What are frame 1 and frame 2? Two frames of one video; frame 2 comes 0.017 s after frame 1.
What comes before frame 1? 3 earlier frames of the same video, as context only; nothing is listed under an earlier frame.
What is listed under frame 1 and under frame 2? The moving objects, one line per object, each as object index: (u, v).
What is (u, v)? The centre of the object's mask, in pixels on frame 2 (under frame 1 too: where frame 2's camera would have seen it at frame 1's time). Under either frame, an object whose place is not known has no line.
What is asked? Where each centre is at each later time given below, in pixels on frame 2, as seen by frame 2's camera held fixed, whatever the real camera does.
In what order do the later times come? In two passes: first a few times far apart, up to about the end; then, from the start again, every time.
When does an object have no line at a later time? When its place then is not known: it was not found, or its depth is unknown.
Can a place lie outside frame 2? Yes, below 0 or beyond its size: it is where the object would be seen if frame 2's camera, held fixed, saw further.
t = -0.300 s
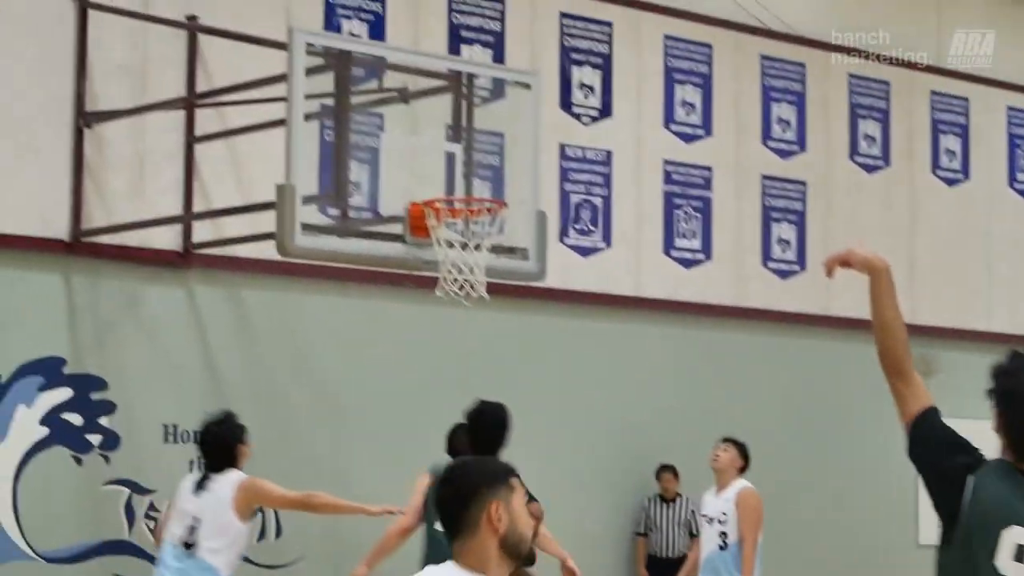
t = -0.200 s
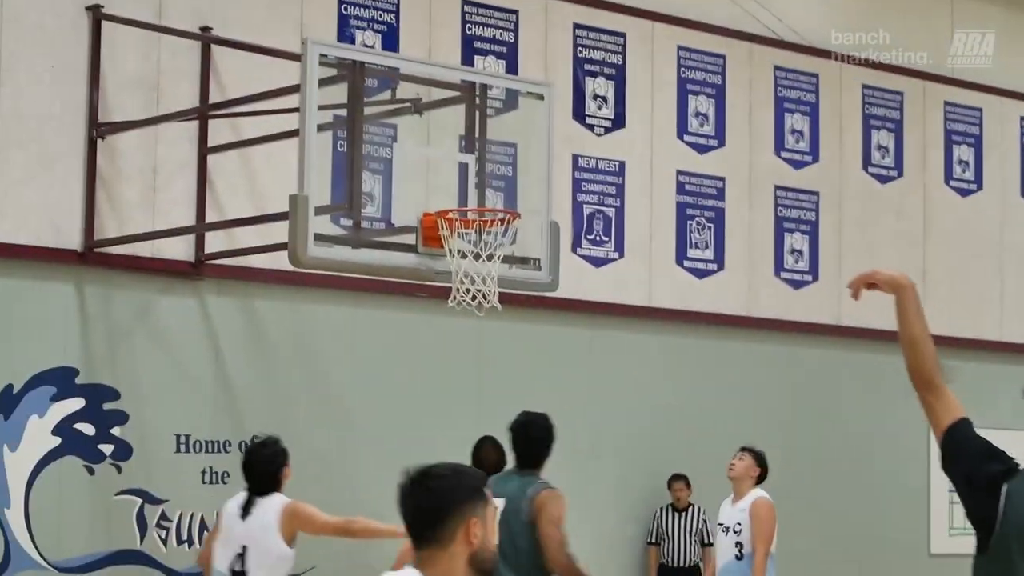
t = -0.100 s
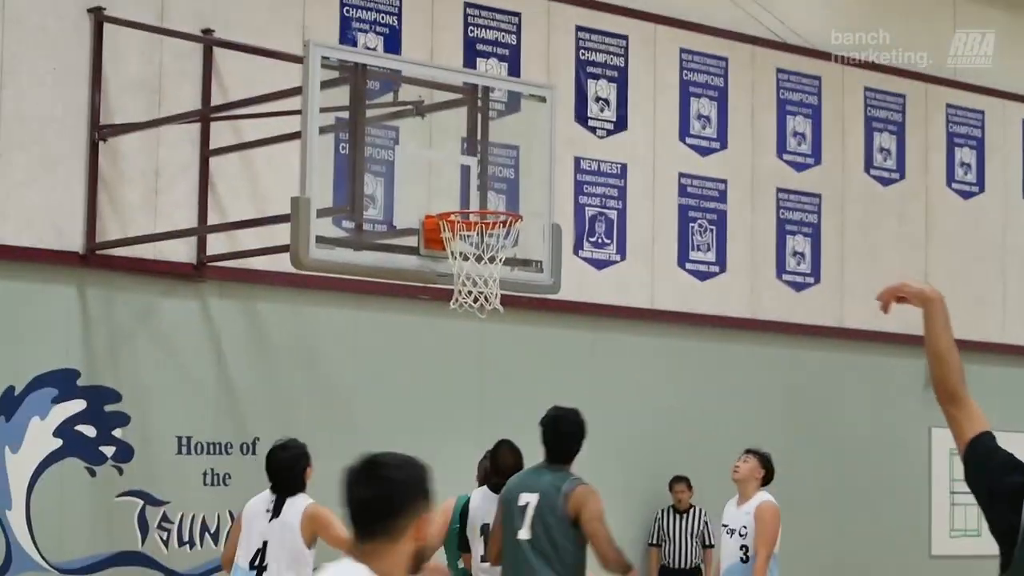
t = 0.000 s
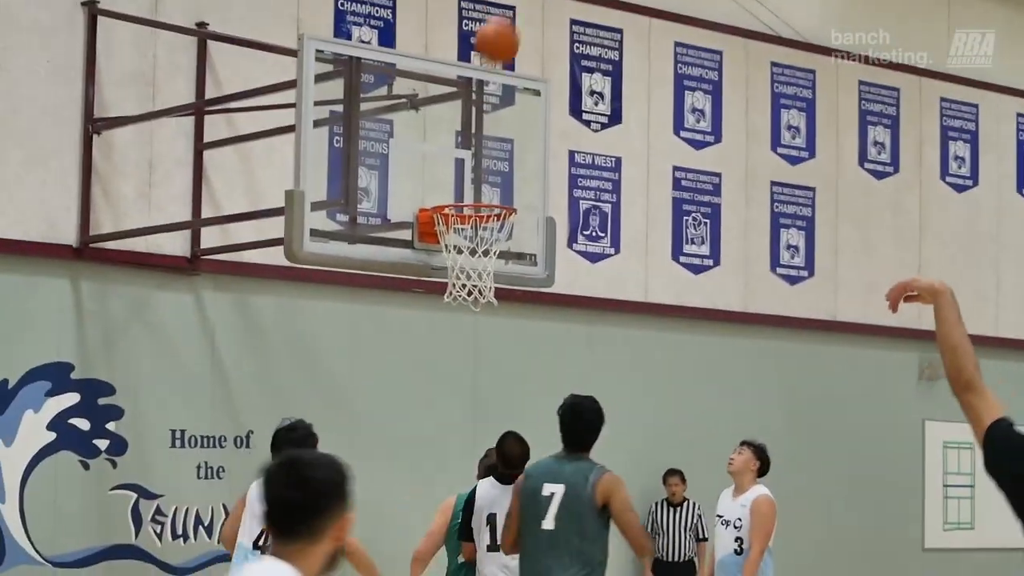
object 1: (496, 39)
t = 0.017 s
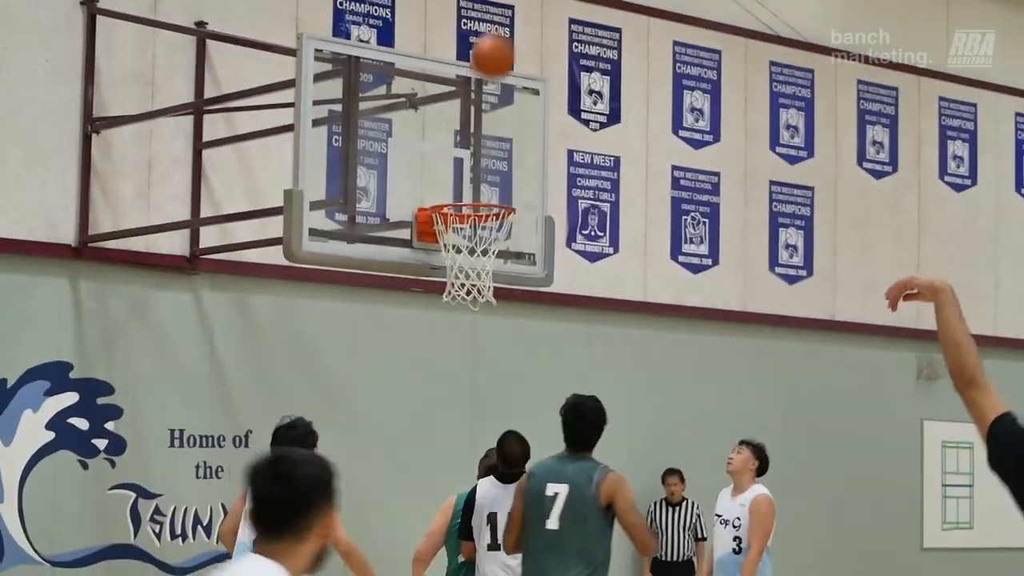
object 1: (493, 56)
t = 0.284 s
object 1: (491, 148)
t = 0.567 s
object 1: (530, 61)
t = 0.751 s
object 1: (556, 82)
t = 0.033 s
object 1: (490, 71)
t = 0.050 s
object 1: (485, 90)
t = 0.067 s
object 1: (483, 106)
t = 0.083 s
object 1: (479, 123)
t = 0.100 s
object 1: (476, 139)
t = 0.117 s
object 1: (473, 157)
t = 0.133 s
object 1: (470, 176)
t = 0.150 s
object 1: (466, 196)
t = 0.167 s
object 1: (467, 193)
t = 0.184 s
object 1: (472, 190)
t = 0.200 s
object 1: (478, 188)
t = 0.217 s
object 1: (482, 187)
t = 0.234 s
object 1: (484, 175)
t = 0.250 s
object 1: (486, 166)
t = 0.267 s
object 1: (488, 156)
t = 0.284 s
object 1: (491, 148)
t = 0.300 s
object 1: (493, 139)
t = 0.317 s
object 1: (495, 130)
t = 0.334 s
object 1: (498, 123)
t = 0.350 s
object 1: (500, 115)
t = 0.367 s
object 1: (502, 109)
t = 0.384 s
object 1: (504, 102)
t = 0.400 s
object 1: (507, 96)
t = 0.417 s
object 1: (509, 90)
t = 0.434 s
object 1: (511, 85)
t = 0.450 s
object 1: (514, 80)
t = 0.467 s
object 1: (516, 76)
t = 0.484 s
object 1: (518, 72)
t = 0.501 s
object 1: (521, 69)
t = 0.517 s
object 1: (523, 67)
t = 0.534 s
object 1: (525, 65)
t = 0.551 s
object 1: (527, 63)
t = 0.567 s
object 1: (530, 61)
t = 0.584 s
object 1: (532, 60)
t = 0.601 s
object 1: (535, 60)
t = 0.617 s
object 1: (537, 60)
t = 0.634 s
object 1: (539, 61)
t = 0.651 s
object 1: (542, 62)
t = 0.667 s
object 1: (544, 64)
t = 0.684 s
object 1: (546, 67)
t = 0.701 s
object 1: (549, 70)
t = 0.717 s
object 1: (551, 73)
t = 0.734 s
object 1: (554, 77)
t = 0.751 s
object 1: (556, 82)
